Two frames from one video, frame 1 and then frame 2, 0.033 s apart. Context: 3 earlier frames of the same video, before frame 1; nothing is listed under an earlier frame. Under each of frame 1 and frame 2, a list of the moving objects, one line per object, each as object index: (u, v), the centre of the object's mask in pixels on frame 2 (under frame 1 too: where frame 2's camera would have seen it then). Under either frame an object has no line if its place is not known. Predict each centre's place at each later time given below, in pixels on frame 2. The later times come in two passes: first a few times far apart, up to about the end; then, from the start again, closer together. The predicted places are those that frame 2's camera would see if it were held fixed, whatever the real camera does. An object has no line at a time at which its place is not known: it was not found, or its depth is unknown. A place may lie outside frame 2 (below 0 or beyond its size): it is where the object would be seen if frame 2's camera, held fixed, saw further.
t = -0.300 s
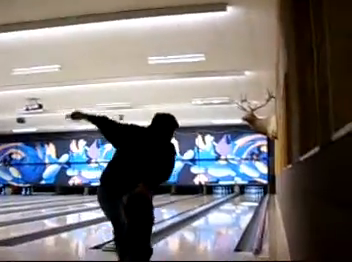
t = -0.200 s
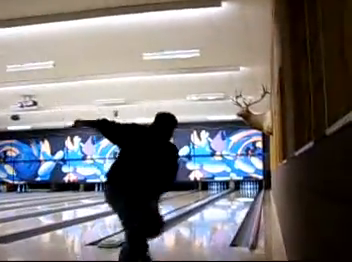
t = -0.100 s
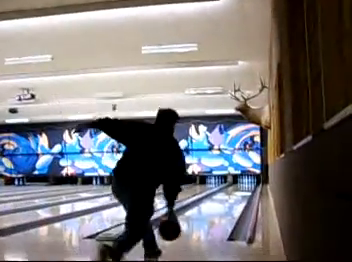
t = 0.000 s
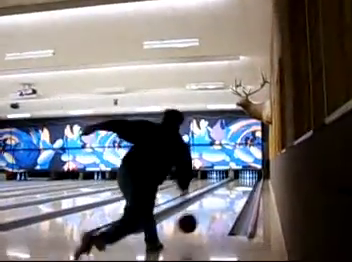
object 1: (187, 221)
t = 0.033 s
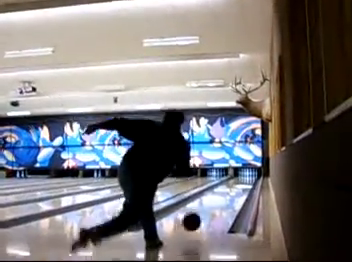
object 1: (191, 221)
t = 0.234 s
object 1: (209, 212)
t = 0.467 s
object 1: (222, 201)
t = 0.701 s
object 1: (229, 194)
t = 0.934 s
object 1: (235, 189)
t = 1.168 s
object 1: (239, 185)
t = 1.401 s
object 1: (241, 182)
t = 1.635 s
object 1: (244, 180)
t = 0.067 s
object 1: (195, 223)
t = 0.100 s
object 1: (198, 221)
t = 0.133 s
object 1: (201, 218)
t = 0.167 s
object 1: (205, 216)
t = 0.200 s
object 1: (207, 214)
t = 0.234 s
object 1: (209, 212)
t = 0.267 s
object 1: (212, 210)
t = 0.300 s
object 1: (213, 209)
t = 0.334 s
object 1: (215, 206)
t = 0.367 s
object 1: (217, 205)
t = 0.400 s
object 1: (219, 204)
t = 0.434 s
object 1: (220, 202)
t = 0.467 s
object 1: (222, 201)
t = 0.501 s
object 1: (223, 200)
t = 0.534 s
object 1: (225, 198)
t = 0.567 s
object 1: (225, 198)
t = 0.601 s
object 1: (226, 196)
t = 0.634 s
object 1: (228, 196)
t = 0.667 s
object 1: (229, 195)
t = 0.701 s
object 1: (229, 194)
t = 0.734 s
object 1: (230, 193)
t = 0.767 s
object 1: (231, 192)
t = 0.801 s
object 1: (232, 191)
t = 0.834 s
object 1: (233, 190)
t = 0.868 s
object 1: (233, 190)
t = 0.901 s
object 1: (234, 189)
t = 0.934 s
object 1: (235, 189)
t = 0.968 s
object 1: (235, 188)
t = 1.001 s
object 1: (236, 187)
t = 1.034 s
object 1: (237, 187)
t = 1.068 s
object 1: (238, 186)
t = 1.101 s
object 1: (238, 186)
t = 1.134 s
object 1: (238, 185)
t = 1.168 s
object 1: (239, 185)
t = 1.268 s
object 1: (240, 183)
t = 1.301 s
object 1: (241, 183)
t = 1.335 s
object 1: (241, 182)
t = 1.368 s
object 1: (241, 182)
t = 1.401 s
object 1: (241, 182)
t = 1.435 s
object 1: (242, 182)
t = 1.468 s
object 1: (242, 182)
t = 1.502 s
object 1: (243, 182)
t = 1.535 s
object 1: (243, 181)
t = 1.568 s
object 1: (244, 181)
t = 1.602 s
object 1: (244, 180)
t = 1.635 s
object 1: (244, 180)
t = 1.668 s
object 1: (245, 180)
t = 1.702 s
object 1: (245, 180)
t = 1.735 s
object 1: (246, 179)
